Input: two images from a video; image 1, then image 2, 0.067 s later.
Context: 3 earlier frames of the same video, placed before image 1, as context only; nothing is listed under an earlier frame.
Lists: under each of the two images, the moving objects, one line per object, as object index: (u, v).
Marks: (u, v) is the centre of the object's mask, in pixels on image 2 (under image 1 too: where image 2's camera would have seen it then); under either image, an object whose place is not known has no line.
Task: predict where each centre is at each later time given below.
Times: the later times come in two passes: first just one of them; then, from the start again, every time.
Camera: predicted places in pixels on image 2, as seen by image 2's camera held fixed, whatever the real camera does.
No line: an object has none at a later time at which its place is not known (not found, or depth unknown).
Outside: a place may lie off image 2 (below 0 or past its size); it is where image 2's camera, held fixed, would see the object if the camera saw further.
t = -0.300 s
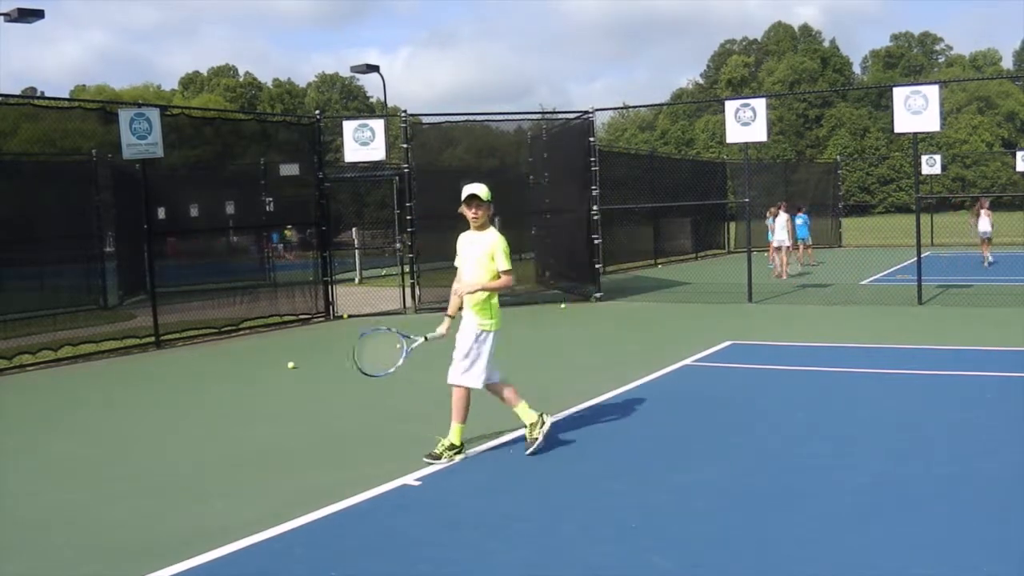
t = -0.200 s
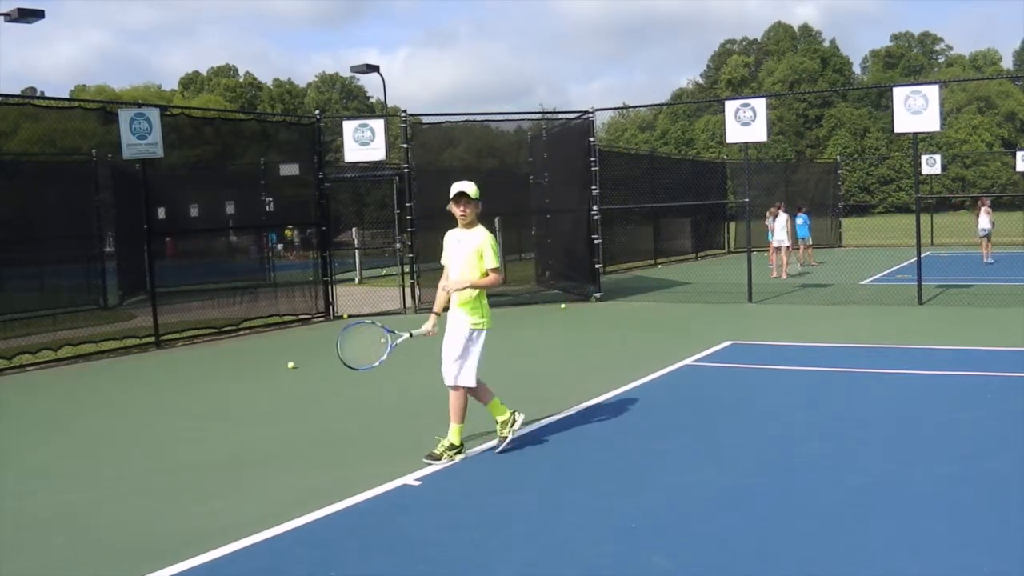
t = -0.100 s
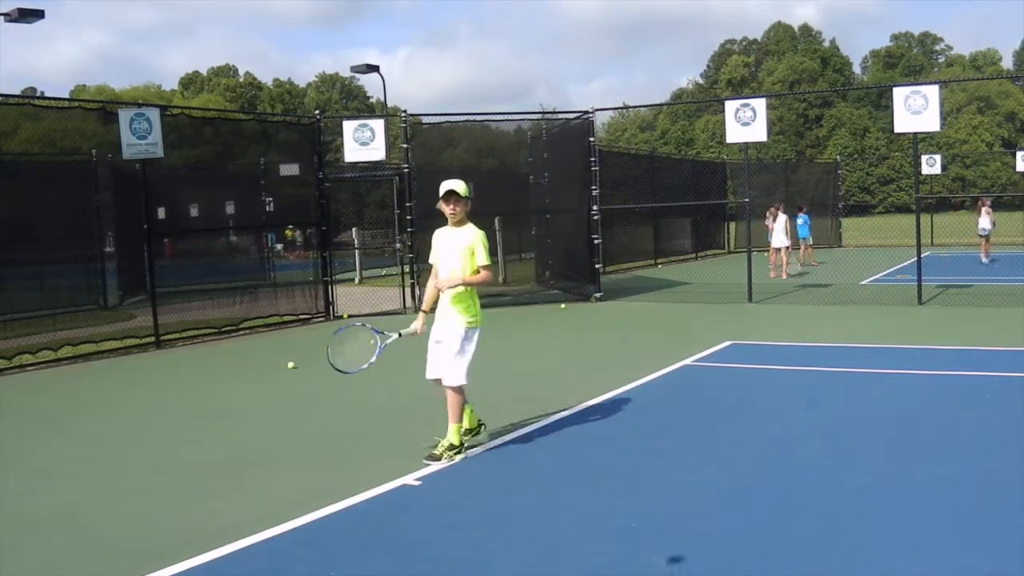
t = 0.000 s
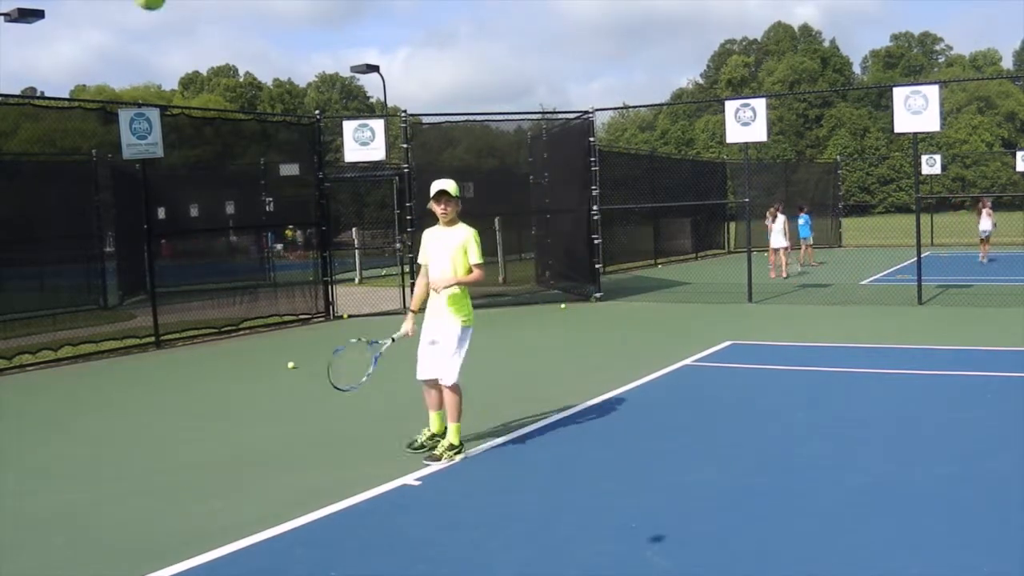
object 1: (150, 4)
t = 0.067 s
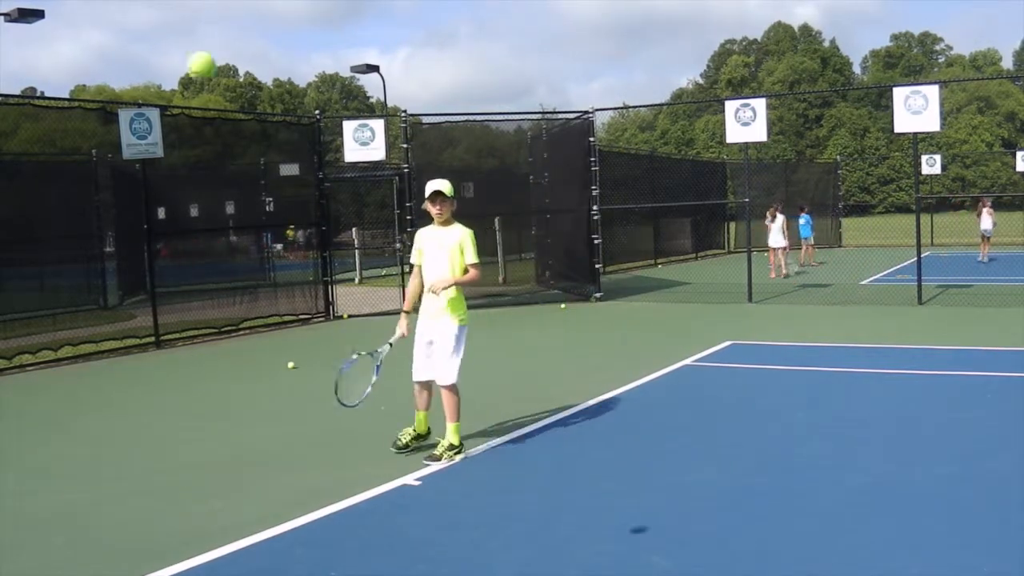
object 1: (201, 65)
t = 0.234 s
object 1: (295, 262)
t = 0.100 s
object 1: (223, 103)
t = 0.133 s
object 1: (243, 143)
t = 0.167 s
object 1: (262, 183)
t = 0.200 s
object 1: (279, 223)
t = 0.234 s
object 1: (295, 262)
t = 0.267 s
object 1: (310, 303)
